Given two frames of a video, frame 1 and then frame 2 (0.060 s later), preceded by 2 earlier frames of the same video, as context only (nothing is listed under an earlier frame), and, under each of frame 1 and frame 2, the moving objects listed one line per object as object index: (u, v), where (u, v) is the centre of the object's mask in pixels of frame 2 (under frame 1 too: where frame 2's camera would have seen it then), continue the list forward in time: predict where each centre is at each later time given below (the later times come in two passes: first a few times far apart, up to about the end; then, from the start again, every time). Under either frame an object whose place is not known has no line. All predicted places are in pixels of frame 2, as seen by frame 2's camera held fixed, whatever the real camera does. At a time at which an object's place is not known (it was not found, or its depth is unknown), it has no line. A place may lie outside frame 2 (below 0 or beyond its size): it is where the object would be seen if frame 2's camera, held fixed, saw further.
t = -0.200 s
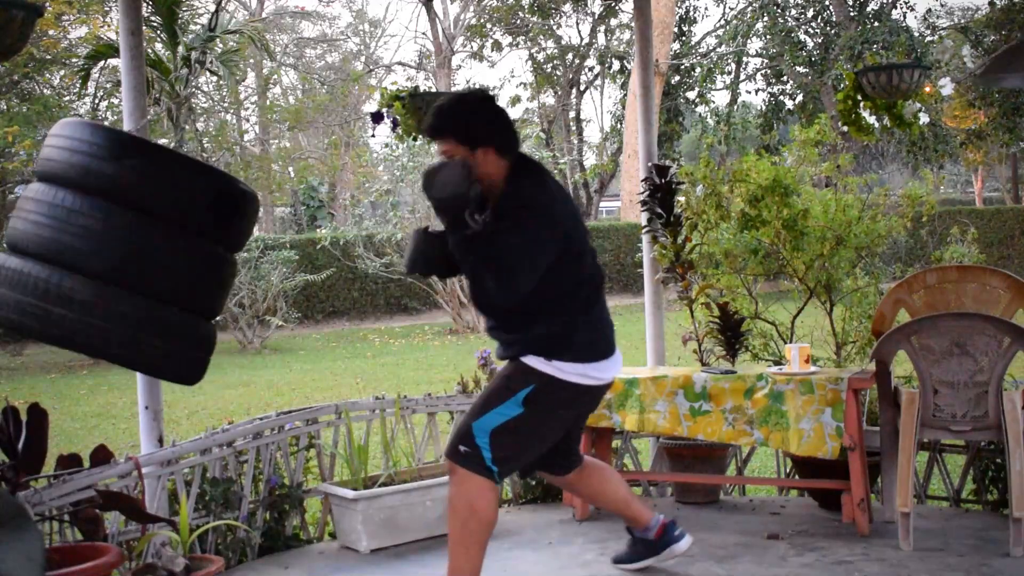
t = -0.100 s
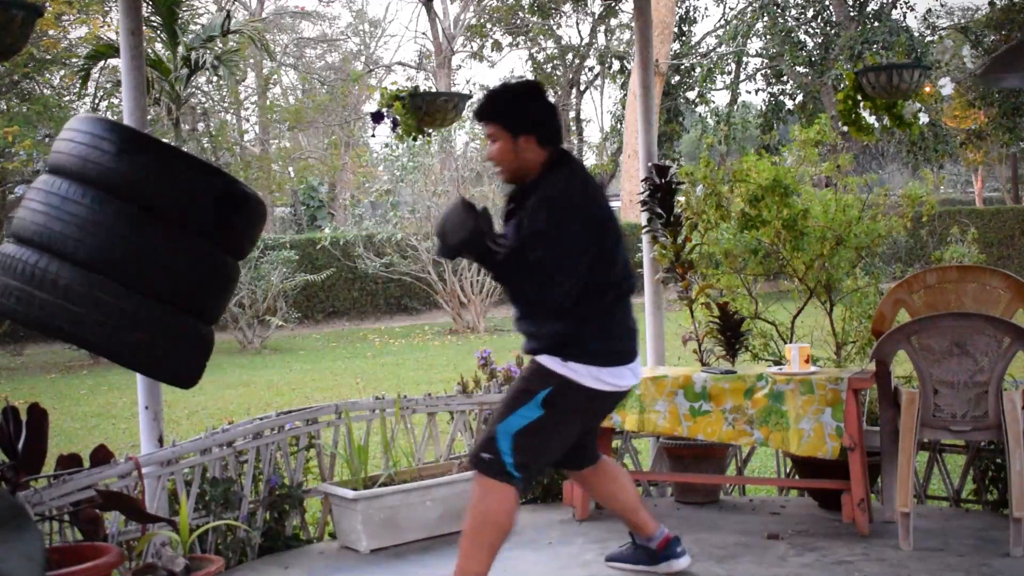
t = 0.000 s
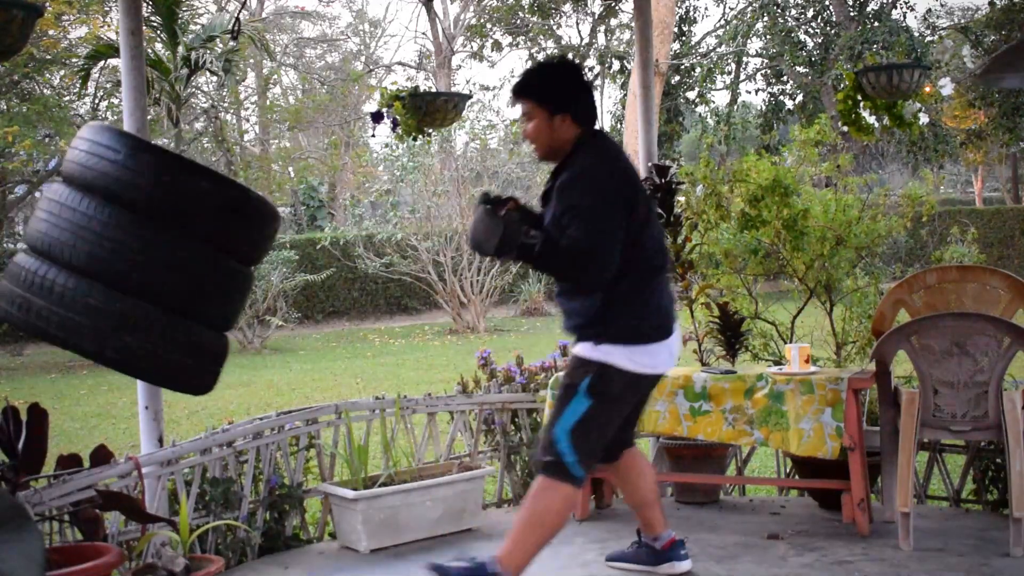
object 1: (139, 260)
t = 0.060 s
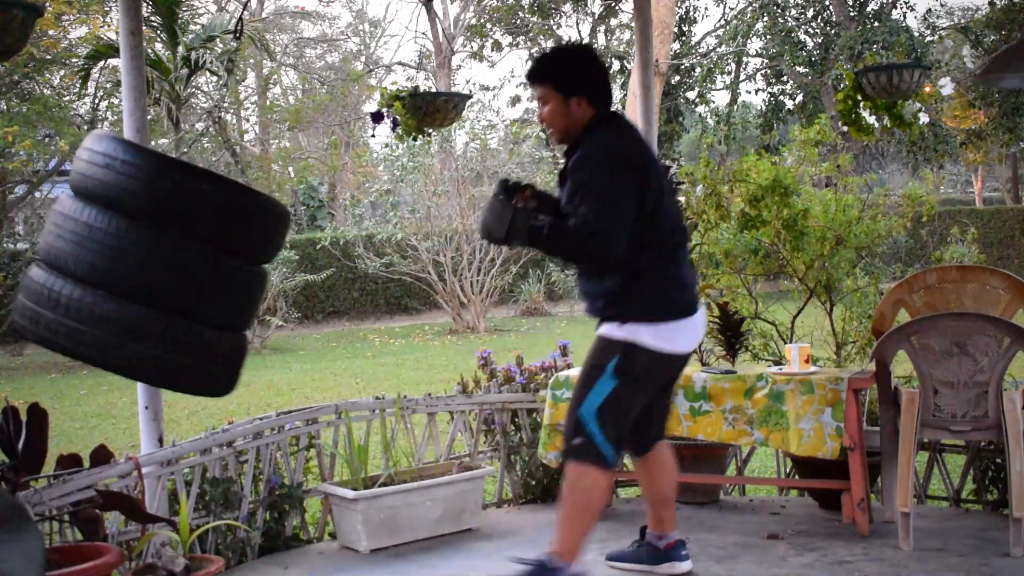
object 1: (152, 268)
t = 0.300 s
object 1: (245, 283)
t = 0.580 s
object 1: (382, 282)
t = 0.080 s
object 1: (156, 271)
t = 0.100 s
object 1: (162, 274)
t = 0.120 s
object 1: (169, 276)
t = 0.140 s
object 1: (175, 278)
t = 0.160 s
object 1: (183, 279)
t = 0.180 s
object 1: (191, 280)
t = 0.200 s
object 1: (199, 281)
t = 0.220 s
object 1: (207, 282)
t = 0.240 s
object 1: (216, 282)
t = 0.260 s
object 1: (226, 283)
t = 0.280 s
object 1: (235, 283)
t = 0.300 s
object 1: (245, 283)
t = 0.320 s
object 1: (255, 284)
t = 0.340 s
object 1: (265, 284)
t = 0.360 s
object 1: (274, 285)
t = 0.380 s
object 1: (284, 285)
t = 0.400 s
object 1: (294, 285)
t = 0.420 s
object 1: (305, 285)
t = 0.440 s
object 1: (315, 285)
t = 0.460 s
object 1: (325, 285)
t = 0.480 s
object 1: (335, 285)
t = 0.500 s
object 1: (345, 285)
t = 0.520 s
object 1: (354, 284)
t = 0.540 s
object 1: (364, 284)
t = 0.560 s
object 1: (373, 283)
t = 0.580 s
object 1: (382, 282)
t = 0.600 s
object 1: (391, 281)
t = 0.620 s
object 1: (400, 280)
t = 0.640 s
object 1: (408, 279)
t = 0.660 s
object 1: (416, 277)
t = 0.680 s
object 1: (423, 275)
